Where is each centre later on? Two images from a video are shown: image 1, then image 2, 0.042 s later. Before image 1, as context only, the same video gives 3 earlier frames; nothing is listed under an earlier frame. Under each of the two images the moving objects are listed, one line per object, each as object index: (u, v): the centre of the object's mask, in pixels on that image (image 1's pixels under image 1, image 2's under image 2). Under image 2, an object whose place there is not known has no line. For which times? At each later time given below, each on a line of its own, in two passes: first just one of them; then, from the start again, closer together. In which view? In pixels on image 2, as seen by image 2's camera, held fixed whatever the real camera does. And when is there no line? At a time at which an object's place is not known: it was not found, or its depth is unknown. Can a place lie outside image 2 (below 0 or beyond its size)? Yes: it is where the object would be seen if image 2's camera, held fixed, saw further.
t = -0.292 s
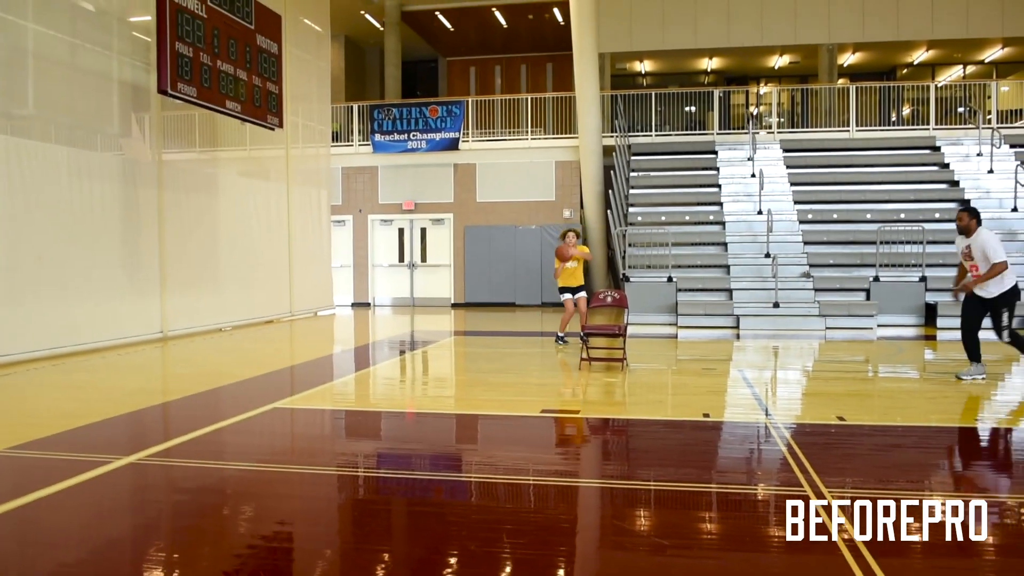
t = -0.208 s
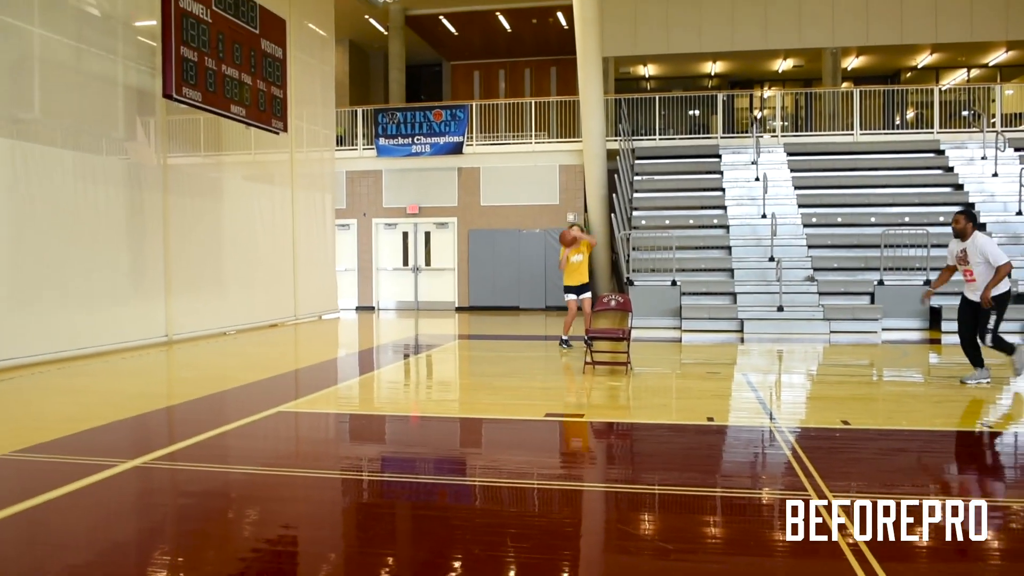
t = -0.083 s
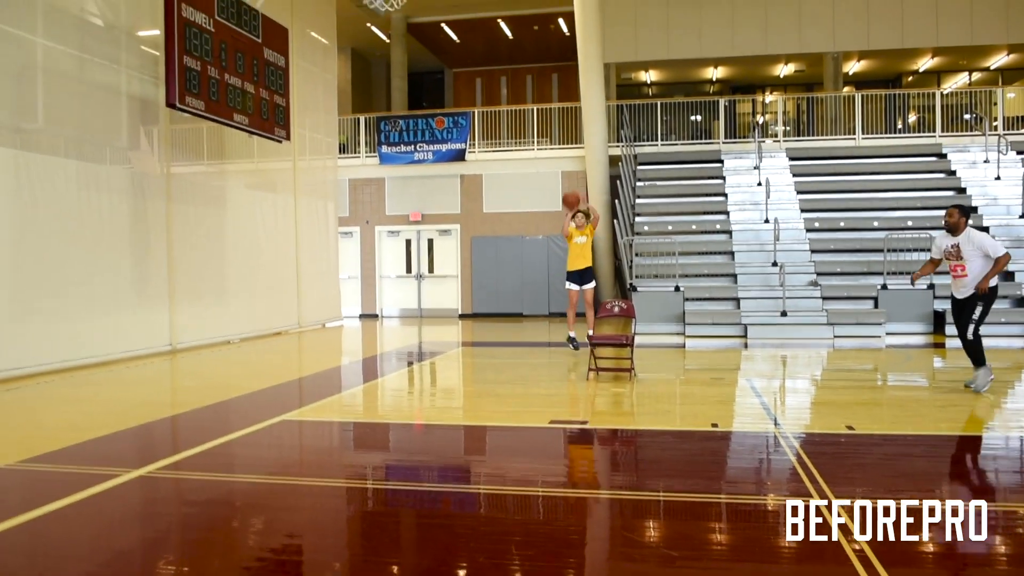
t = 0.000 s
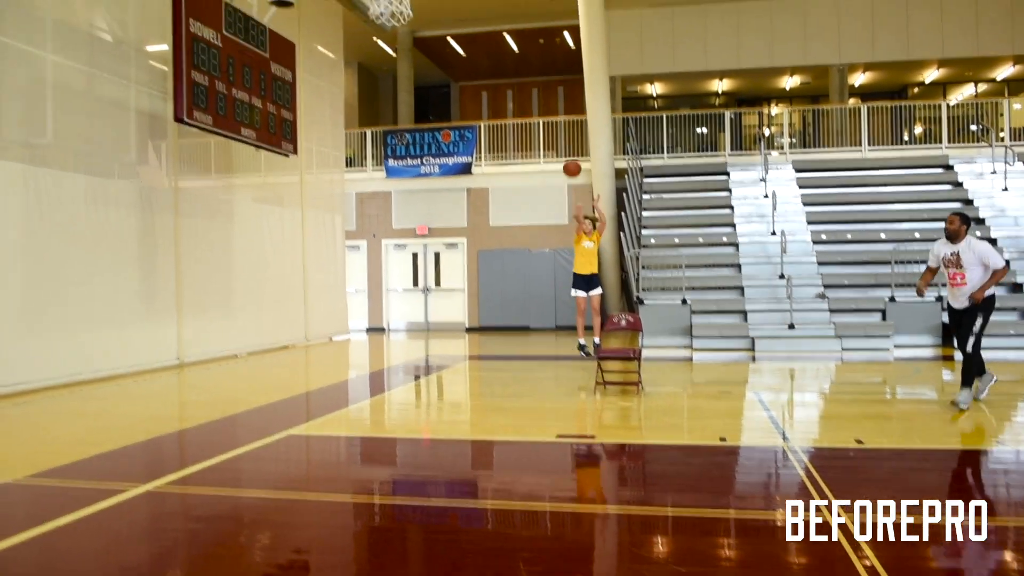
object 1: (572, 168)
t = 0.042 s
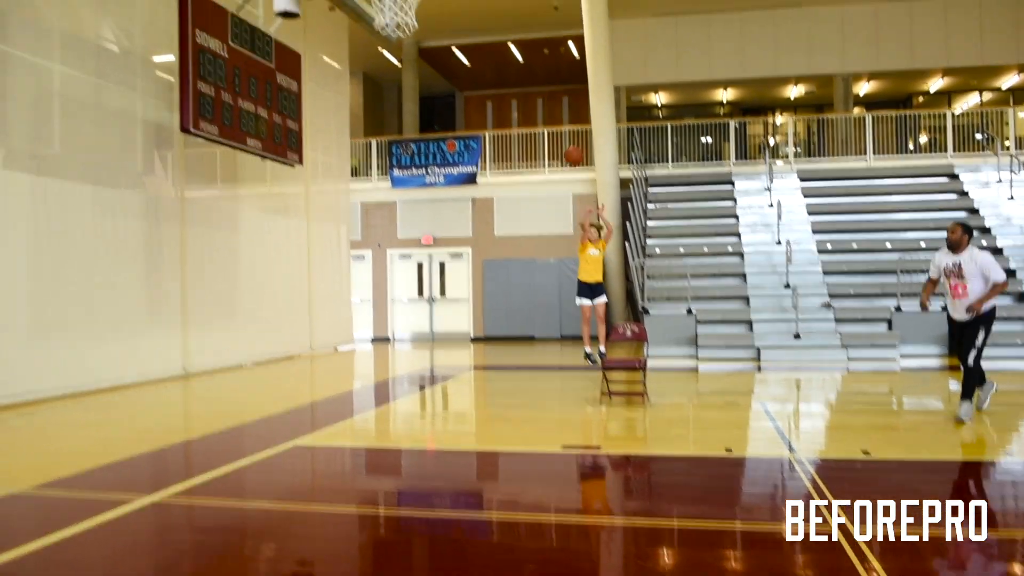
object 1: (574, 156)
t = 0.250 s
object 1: (554, 53)
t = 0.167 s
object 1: (563, 93)
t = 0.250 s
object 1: (554, 53)
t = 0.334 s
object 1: (545, 17)
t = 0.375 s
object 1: (540, 1)
